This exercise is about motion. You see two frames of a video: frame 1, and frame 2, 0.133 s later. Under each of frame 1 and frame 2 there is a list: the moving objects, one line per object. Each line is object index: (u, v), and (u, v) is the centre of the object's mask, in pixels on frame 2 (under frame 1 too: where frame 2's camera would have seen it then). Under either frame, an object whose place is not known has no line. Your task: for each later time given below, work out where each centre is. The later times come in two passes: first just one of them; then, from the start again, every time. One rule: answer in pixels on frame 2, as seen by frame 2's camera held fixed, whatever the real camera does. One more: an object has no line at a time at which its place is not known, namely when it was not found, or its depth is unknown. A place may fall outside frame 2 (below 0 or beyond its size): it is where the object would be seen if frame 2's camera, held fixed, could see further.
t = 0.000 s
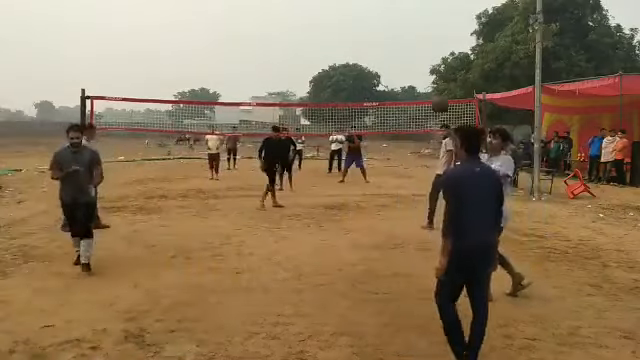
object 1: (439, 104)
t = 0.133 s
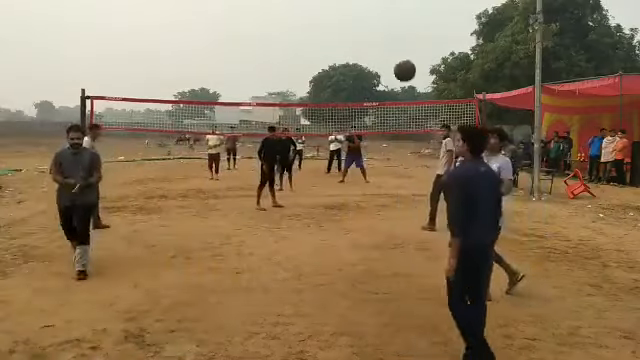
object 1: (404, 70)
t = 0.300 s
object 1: (341, 50)
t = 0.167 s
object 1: (394, 64)
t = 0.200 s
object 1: (382, 59)
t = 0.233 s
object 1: (370, 55)
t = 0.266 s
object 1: (356, 52)
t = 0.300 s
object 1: (341, 50)
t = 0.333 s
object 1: (325, 50)
